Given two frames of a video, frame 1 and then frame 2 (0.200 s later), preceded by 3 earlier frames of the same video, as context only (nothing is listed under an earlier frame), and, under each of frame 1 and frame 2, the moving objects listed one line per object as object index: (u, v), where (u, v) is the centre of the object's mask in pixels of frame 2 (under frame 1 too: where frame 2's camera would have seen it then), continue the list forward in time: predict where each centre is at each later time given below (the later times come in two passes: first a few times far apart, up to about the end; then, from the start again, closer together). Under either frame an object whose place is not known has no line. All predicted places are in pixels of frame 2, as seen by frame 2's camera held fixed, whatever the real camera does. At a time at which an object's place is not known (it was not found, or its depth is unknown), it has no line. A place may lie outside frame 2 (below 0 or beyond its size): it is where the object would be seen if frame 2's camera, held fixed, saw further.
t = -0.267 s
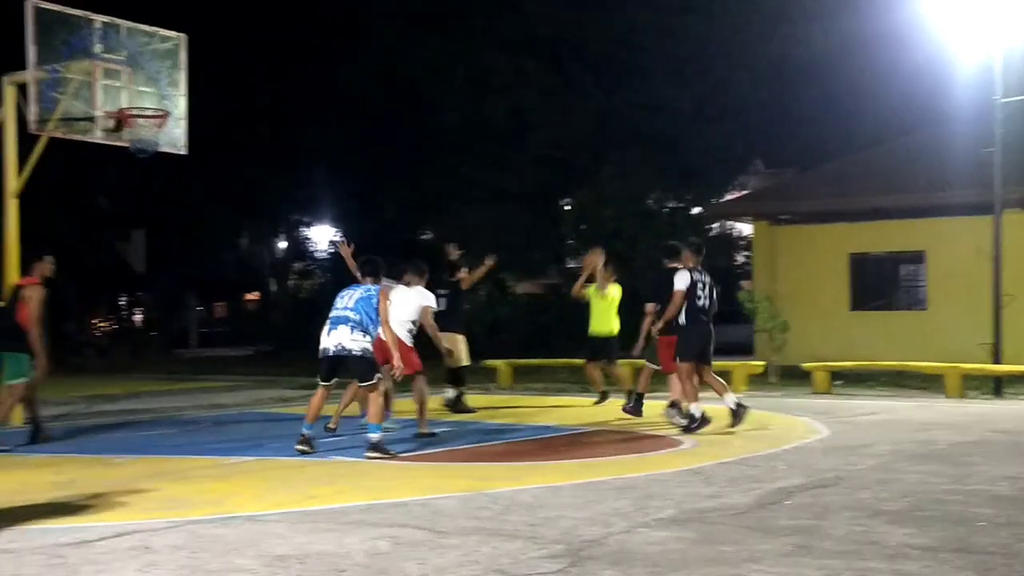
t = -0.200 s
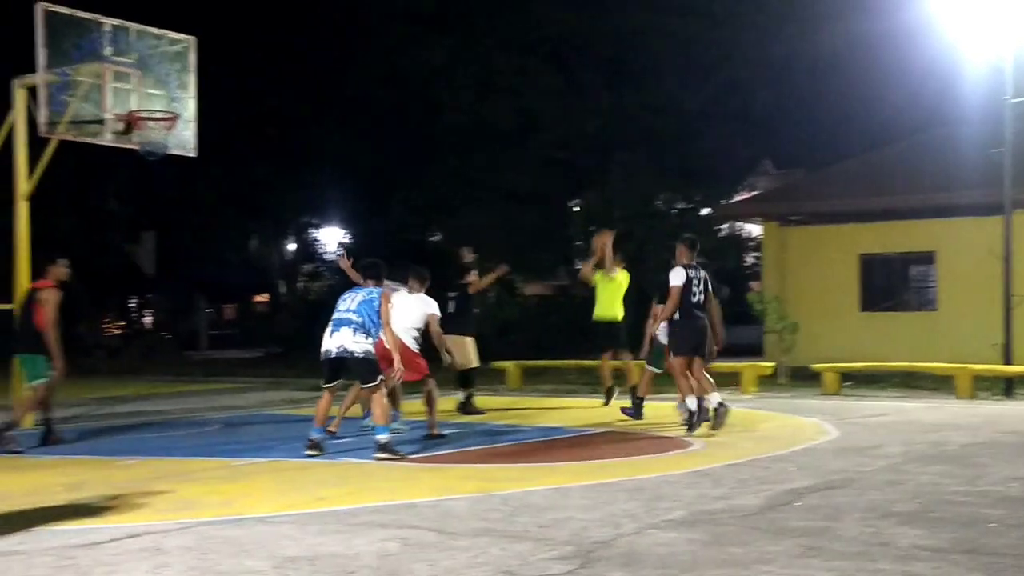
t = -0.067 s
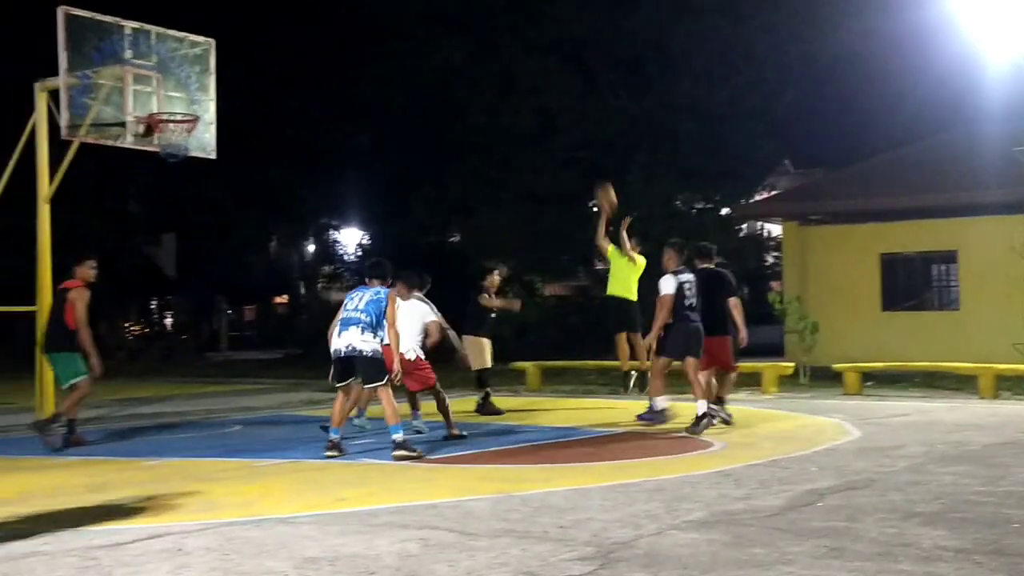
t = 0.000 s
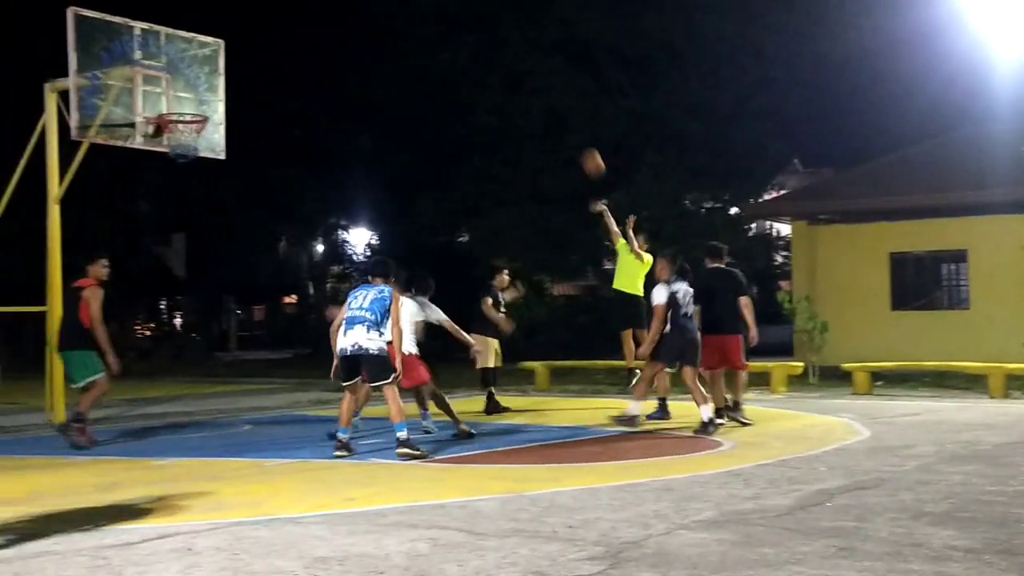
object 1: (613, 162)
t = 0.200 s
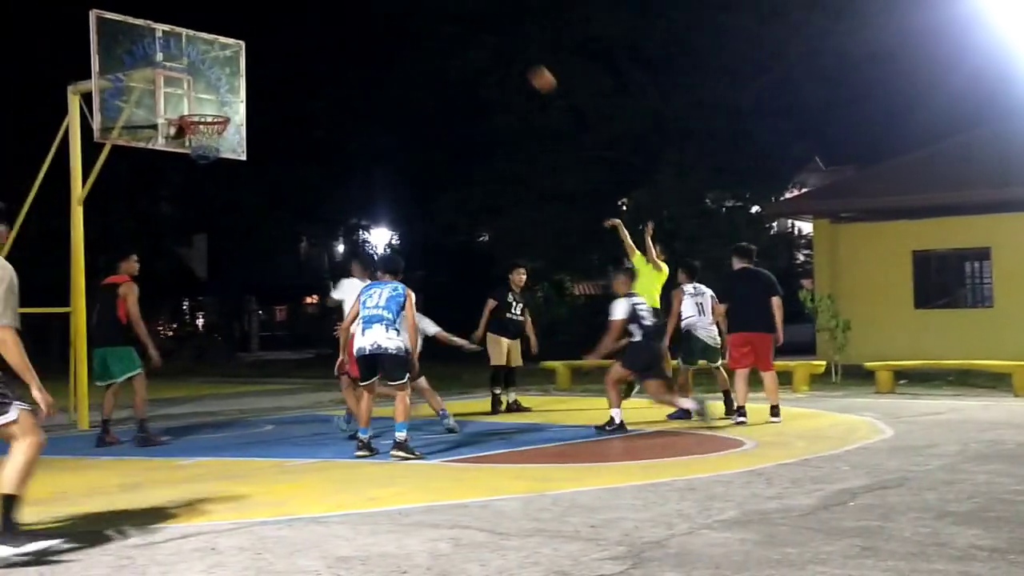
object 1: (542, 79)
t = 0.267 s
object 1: (518, 58)
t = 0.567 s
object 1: (406, 9)
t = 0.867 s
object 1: (285, 34)
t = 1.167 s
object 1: (197, 105)
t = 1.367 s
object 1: (223, 116)
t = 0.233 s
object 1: (530, 68)
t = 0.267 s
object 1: (518, 58)
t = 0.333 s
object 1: (493, 40)
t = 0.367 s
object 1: (481, 32)
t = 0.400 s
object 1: (469, 25)
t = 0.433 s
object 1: (456, 19)
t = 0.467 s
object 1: (444, 15)
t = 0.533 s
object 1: (419, 9)
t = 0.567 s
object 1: (406, 9)
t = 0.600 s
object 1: (393, 8)
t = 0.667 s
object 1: (367, 8)
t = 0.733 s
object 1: (339, 11)
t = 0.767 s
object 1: (326, 15)
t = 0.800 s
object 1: (313, 20)
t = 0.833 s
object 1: (299, 27)
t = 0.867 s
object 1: (285, 34)
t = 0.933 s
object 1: (259, 52)
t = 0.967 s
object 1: (244, 63)
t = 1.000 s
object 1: (227, 76)
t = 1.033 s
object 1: (214, 88)
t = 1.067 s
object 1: (197, 104)
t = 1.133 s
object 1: (196, 105)
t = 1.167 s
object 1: (197, 105)
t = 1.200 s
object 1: (198, 106)
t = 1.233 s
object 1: (199, 107)
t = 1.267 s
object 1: (201, 110)
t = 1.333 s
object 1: (216, 114)
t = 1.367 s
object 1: (223, 116)
